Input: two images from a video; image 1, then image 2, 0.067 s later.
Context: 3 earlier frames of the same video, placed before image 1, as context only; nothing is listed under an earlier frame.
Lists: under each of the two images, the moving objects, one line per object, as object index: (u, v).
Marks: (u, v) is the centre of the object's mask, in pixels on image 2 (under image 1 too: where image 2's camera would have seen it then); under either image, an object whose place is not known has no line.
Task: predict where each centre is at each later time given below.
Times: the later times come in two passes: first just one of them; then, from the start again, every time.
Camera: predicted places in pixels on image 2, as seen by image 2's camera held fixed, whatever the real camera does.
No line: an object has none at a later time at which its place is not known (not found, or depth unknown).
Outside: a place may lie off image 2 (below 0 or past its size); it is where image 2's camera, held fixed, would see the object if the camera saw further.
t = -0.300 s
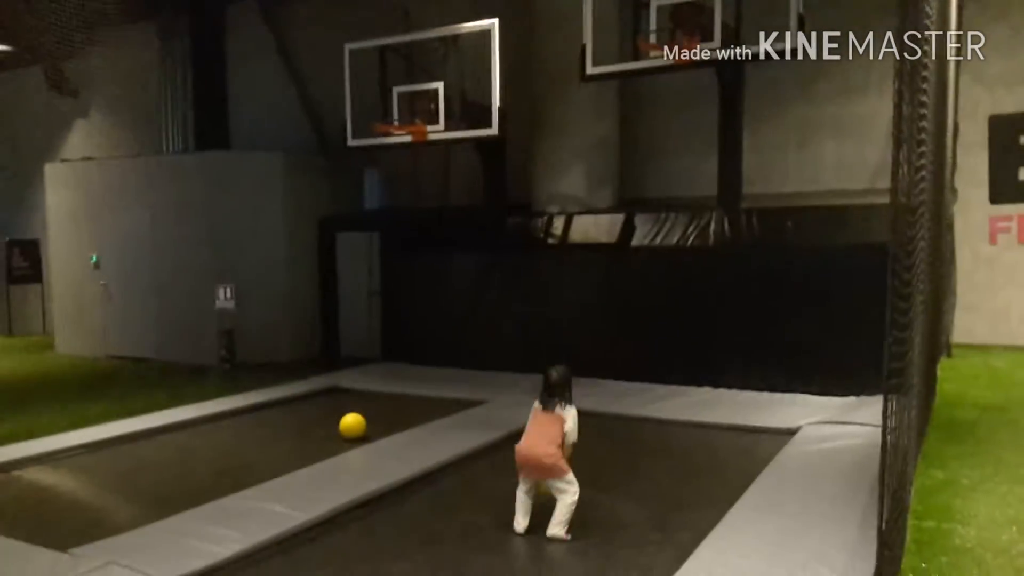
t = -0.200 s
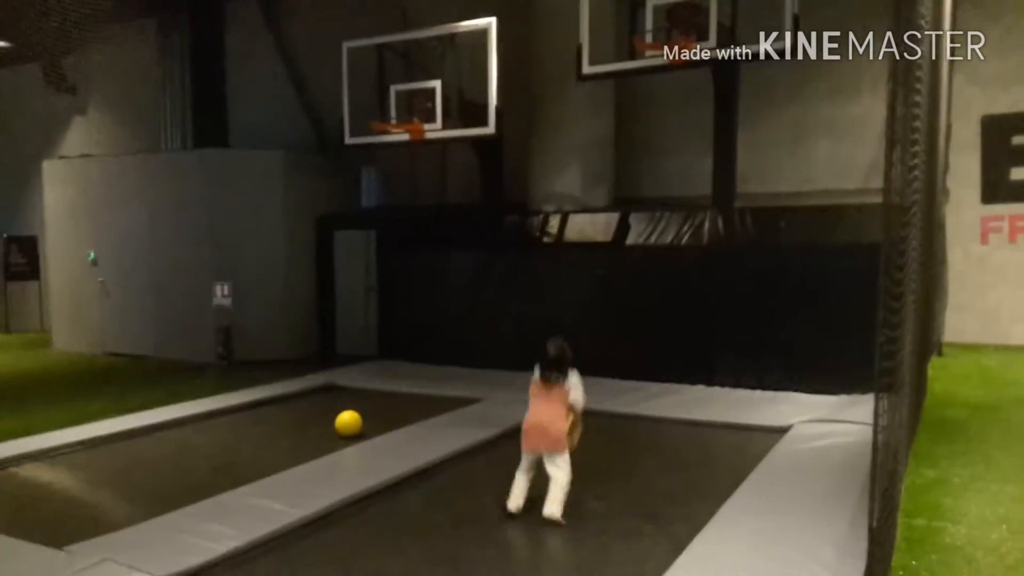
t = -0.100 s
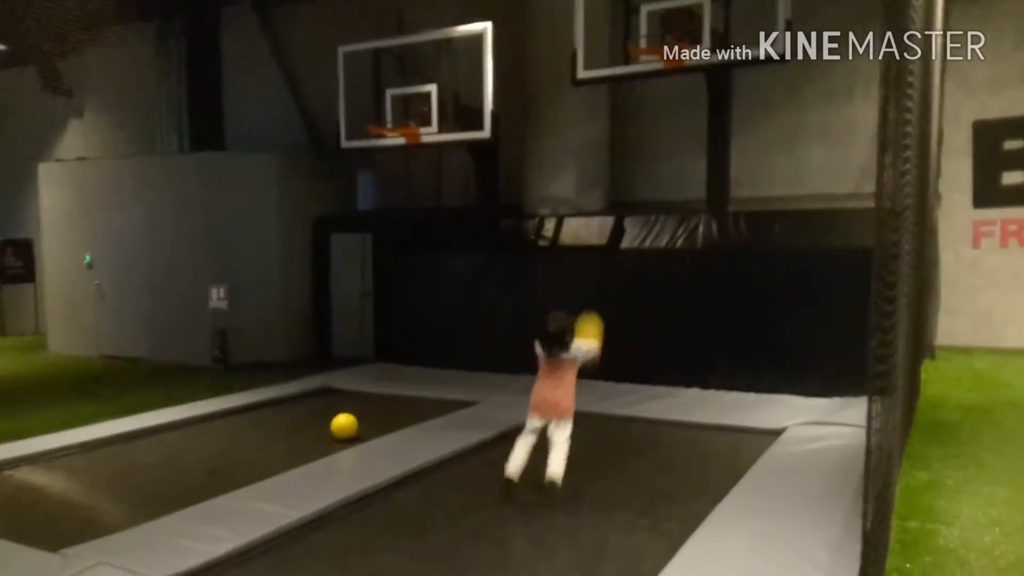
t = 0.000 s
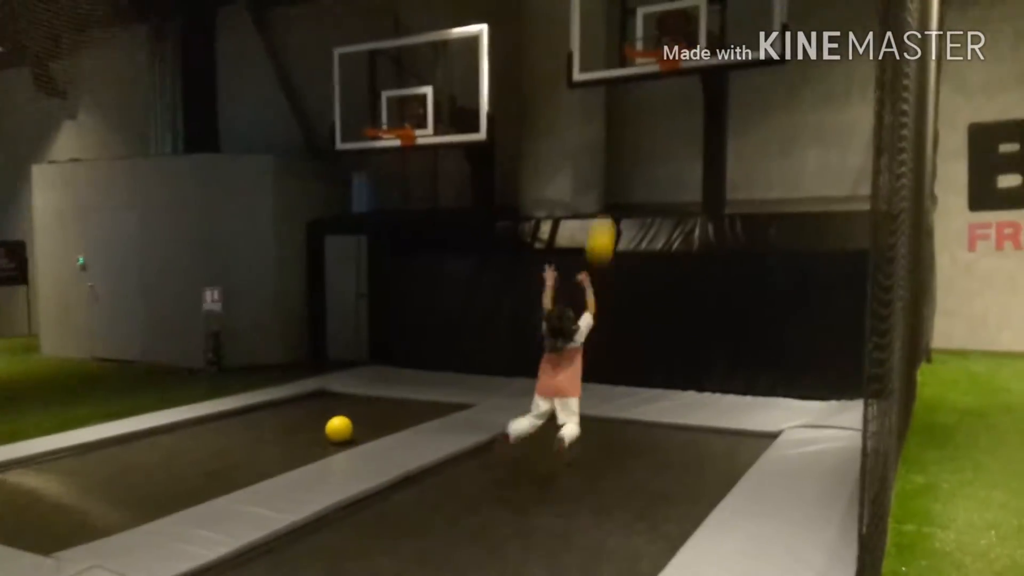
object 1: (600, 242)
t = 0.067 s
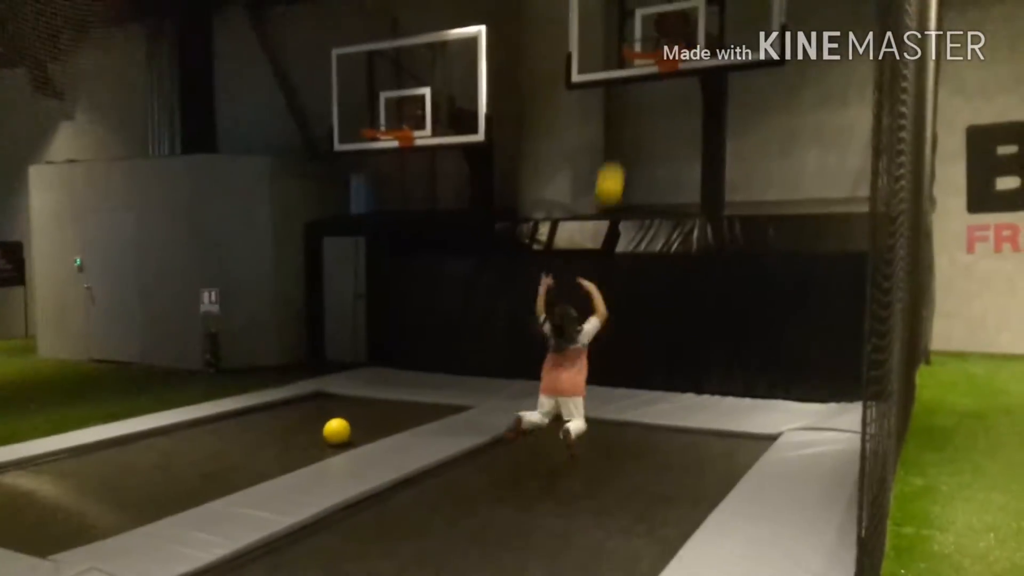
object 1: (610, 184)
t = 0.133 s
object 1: (619, 137)
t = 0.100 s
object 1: (615, 159)
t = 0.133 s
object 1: (619, 137)
